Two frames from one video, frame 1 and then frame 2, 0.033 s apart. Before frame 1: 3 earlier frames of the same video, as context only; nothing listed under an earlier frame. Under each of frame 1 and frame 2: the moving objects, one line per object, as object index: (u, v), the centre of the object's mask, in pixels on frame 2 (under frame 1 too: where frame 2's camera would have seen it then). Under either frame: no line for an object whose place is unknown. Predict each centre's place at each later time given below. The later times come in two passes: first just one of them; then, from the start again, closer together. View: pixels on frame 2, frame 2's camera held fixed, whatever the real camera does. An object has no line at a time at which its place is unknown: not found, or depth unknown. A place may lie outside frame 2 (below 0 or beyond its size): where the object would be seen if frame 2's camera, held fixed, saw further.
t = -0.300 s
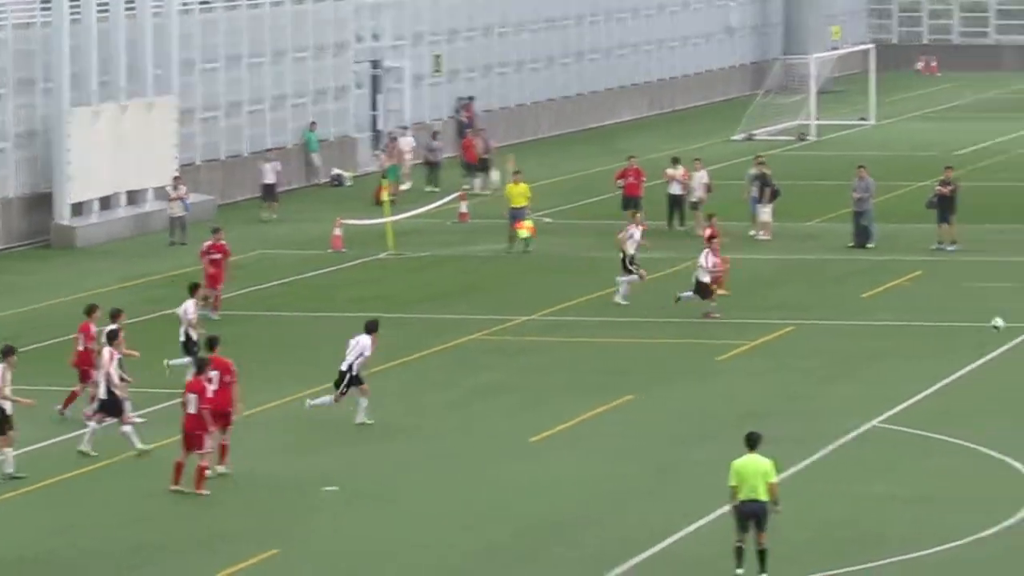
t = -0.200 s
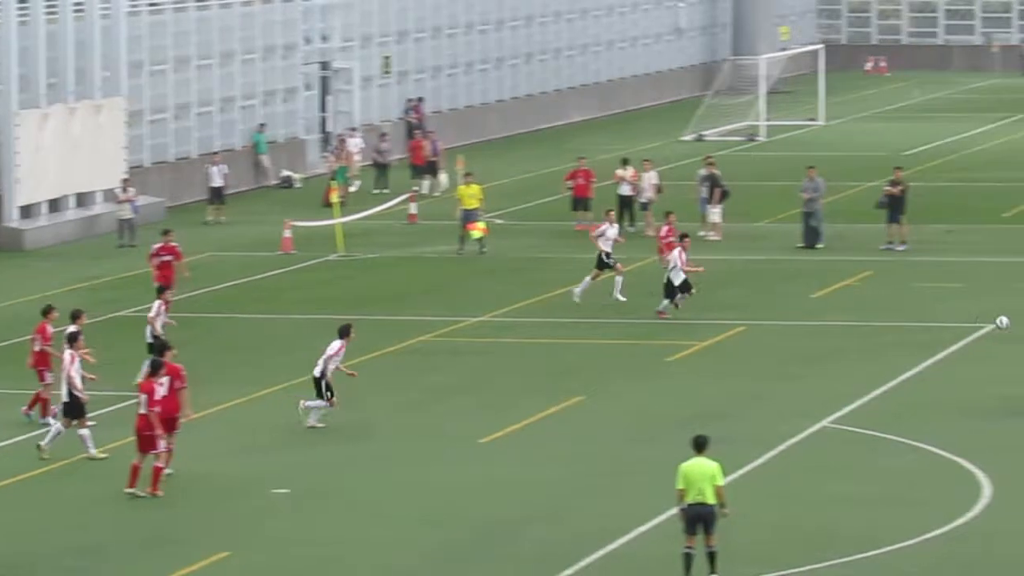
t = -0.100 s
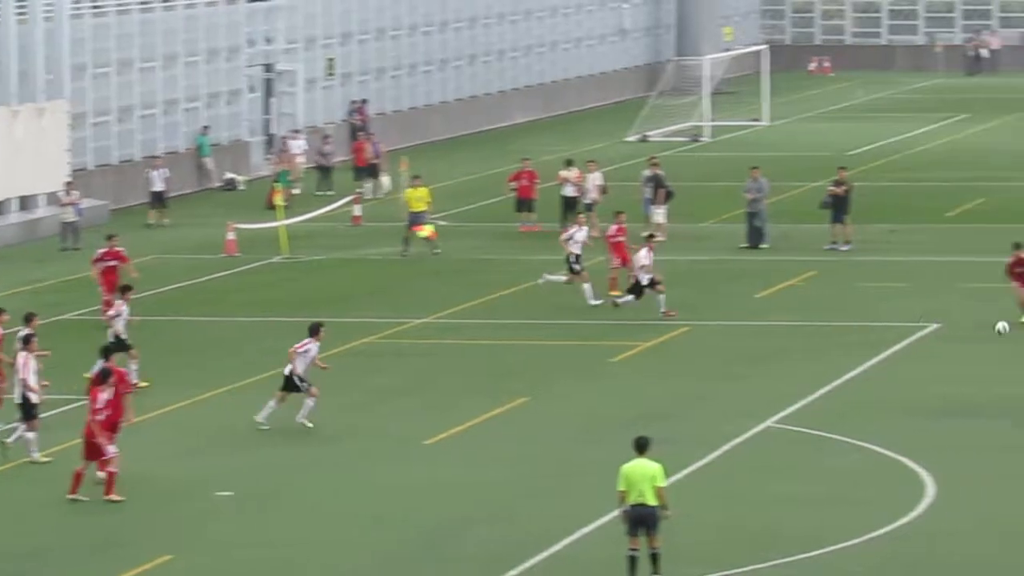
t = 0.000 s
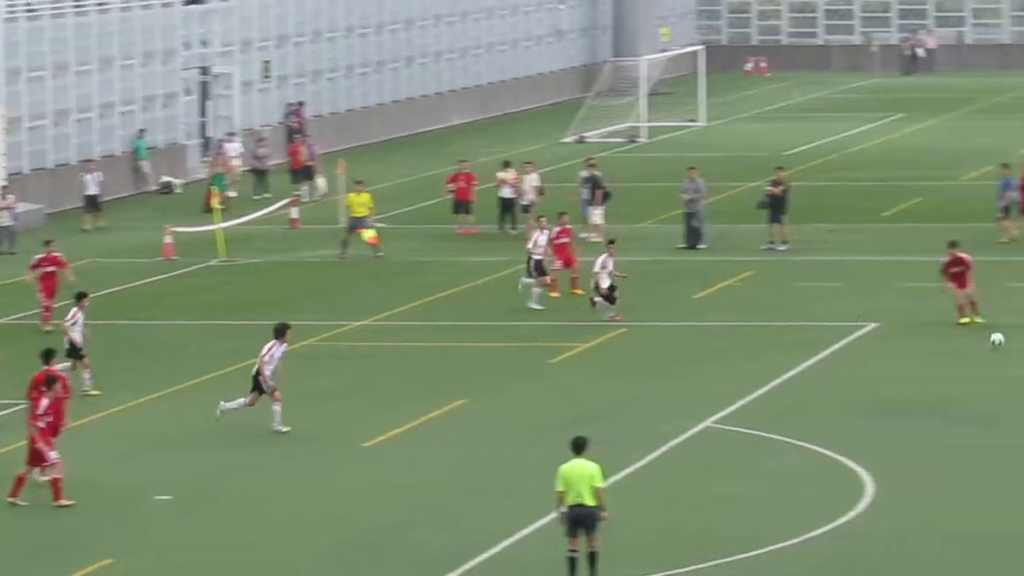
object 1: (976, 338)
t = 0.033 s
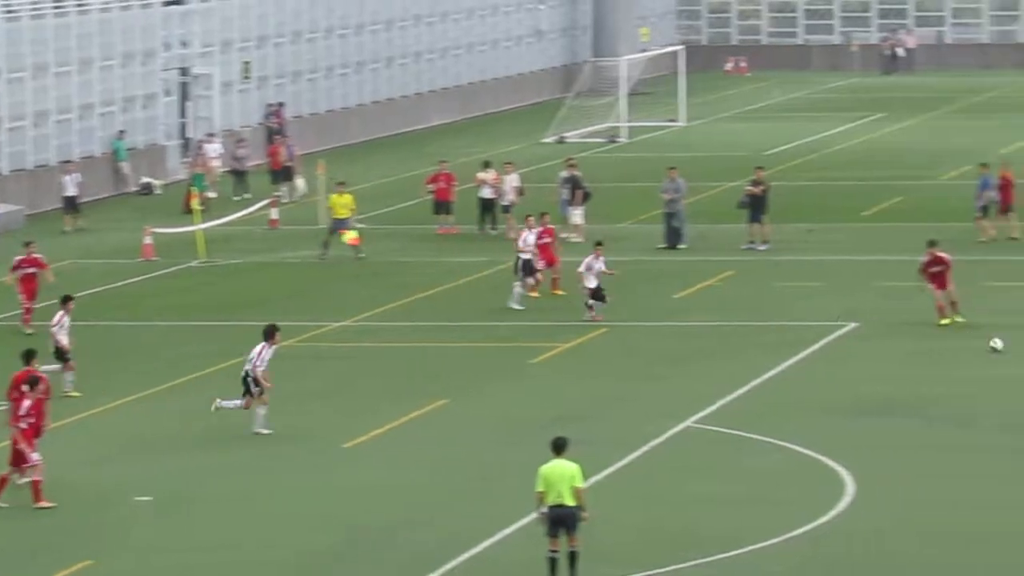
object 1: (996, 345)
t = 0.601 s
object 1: (1272, 367)
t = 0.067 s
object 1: (1013, 344)
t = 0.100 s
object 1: (1030, 342)
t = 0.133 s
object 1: (1048, 342)
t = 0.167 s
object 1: (1065, 343)
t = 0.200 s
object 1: (1082, 344)
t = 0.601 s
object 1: (1272, 367)
